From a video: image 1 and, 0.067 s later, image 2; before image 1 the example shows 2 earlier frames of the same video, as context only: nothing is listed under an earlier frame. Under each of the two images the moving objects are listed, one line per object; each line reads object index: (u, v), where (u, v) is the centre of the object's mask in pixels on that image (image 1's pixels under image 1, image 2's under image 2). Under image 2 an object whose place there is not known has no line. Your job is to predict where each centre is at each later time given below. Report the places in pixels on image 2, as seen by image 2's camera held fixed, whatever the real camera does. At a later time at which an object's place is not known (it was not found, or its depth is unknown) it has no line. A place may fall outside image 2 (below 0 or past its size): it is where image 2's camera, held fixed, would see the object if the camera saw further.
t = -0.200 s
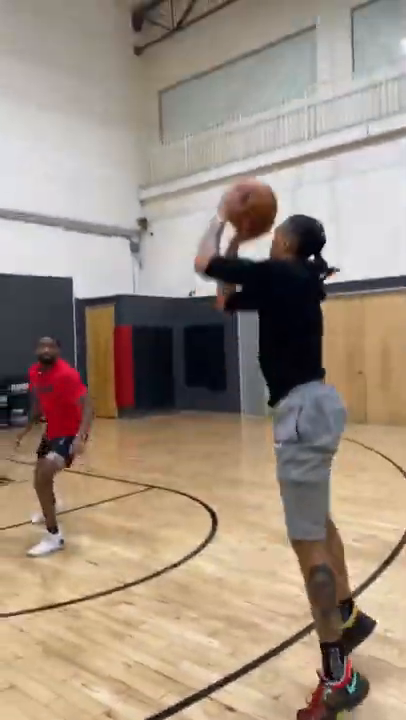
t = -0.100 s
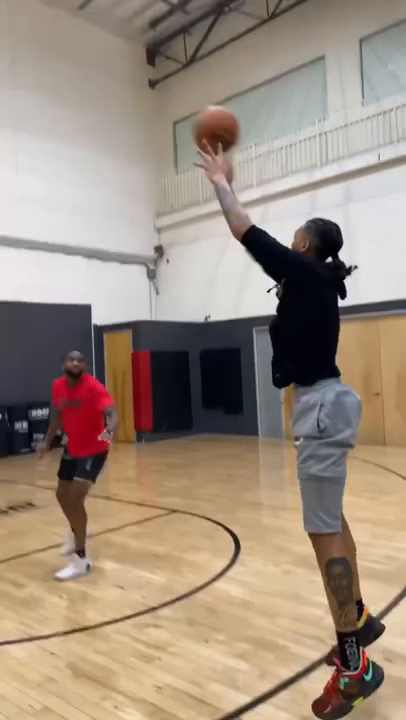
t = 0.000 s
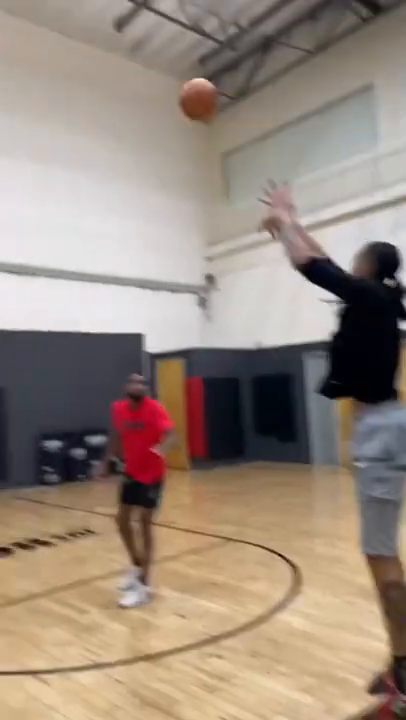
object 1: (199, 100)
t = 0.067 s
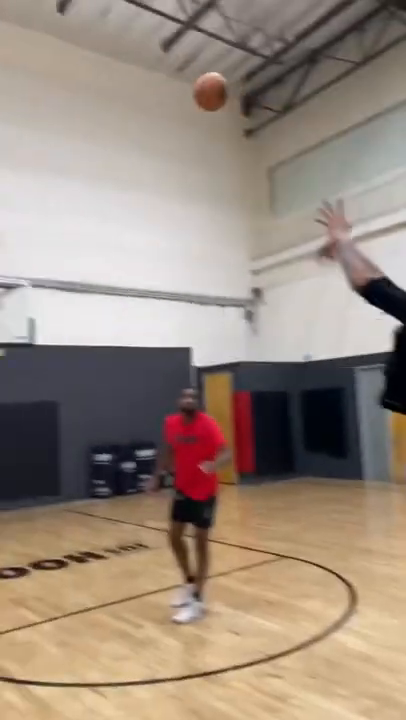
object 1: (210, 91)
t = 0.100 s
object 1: (195, 82)
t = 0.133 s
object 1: (180, 75)
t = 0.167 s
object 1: (168, 69)
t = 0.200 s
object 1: (155, 64)
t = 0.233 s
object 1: (143, 61)
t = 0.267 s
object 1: (132, 60)
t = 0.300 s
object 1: (122, 60)
